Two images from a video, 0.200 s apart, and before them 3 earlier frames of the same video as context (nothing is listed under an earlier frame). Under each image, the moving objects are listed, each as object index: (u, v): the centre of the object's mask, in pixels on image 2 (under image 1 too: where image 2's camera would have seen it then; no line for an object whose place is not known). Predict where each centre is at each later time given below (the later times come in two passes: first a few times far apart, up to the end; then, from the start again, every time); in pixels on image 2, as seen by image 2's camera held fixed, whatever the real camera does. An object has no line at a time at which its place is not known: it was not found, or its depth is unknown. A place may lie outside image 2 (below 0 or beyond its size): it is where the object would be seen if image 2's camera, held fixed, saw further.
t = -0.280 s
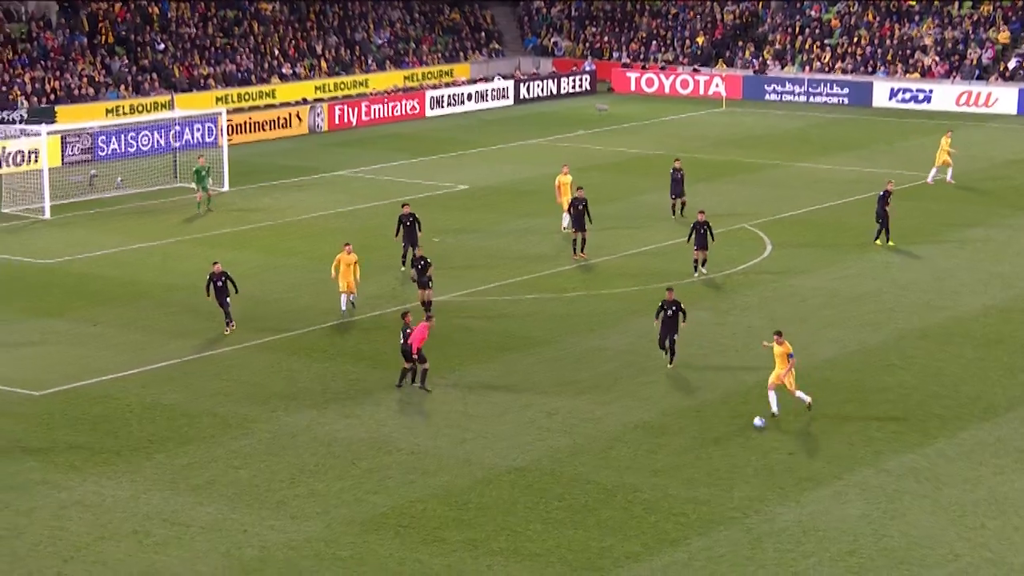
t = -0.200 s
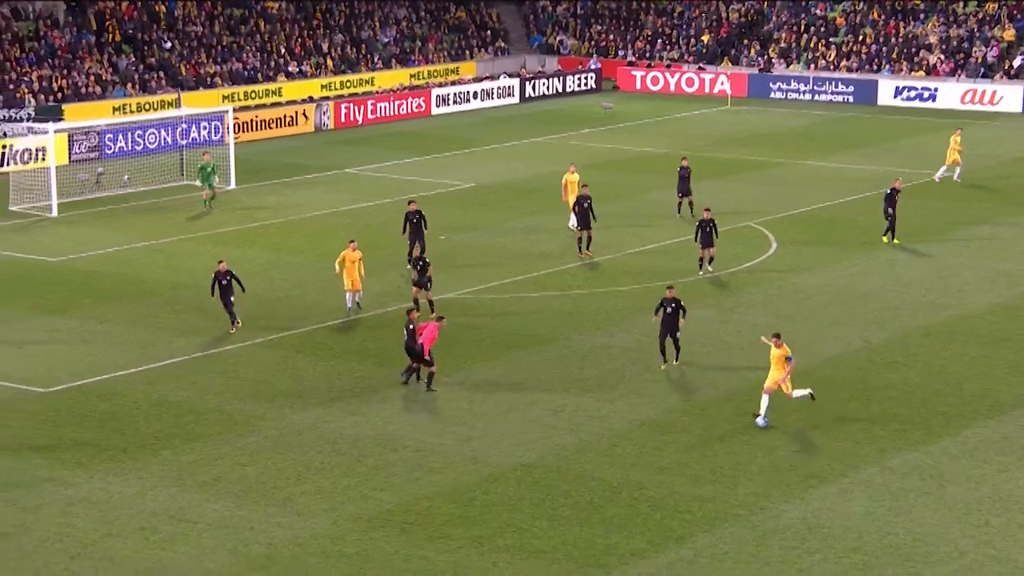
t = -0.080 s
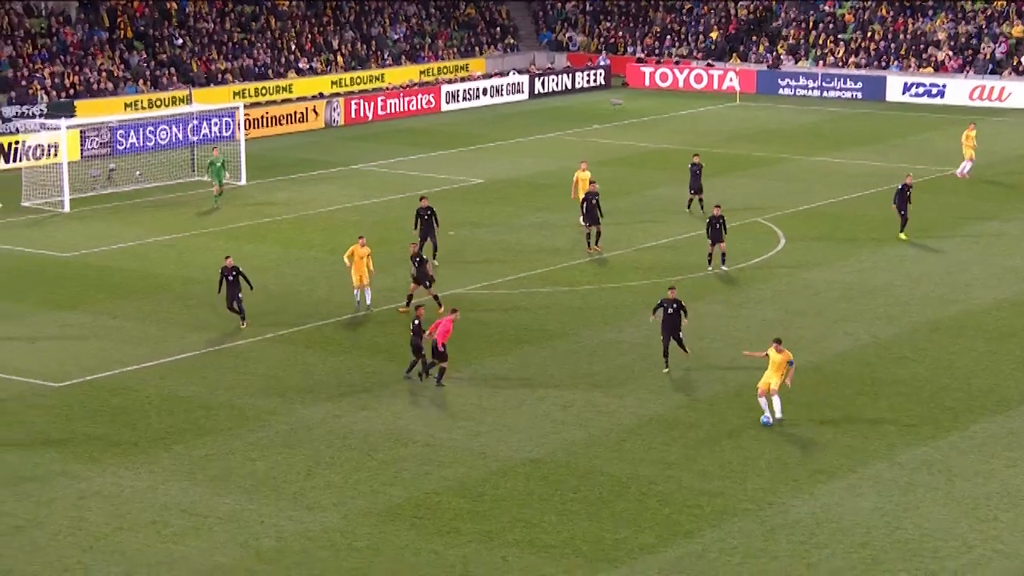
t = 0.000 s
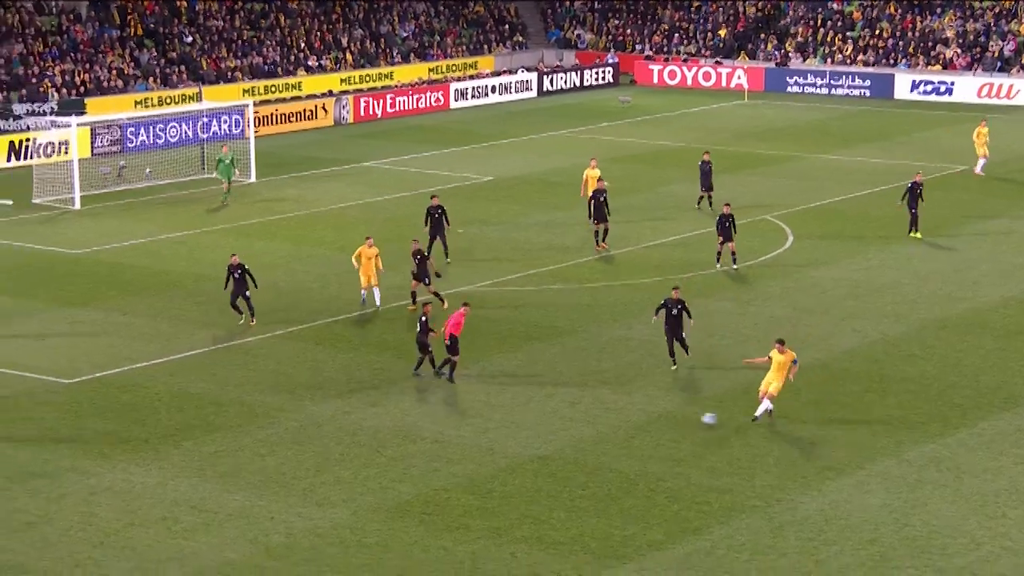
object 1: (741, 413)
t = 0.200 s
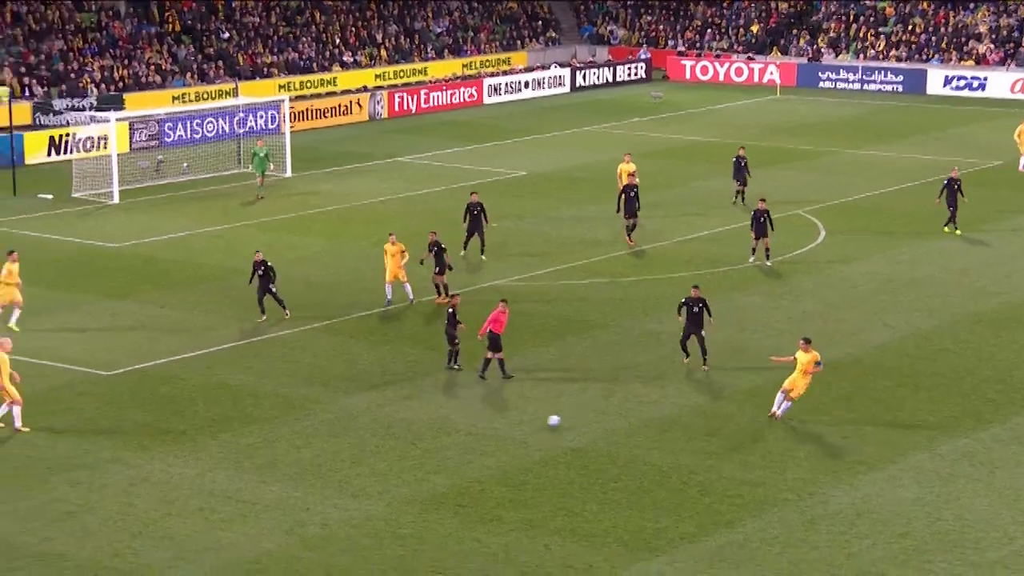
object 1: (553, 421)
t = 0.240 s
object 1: (519, 422)
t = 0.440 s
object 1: (353, 430)
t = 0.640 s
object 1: (205, 436)
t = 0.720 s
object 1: (152, 435)
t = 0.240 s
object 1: (519, 422)
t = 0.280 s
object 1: (484, 424)
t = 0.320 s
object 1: (449, 427)
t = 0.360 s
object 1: (417, 428)
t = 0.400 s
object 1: (385, 428)
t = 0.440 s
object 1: (353, 430)
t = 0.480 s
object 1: (322, 432)
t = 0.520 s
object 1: (292, 432)
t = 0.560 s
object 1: (263, 432)
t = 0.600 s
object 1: (235, 433)
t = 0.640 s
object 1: (205, 436)
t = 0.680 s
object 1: (177, 436)
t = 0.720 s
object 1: (152, 435)
